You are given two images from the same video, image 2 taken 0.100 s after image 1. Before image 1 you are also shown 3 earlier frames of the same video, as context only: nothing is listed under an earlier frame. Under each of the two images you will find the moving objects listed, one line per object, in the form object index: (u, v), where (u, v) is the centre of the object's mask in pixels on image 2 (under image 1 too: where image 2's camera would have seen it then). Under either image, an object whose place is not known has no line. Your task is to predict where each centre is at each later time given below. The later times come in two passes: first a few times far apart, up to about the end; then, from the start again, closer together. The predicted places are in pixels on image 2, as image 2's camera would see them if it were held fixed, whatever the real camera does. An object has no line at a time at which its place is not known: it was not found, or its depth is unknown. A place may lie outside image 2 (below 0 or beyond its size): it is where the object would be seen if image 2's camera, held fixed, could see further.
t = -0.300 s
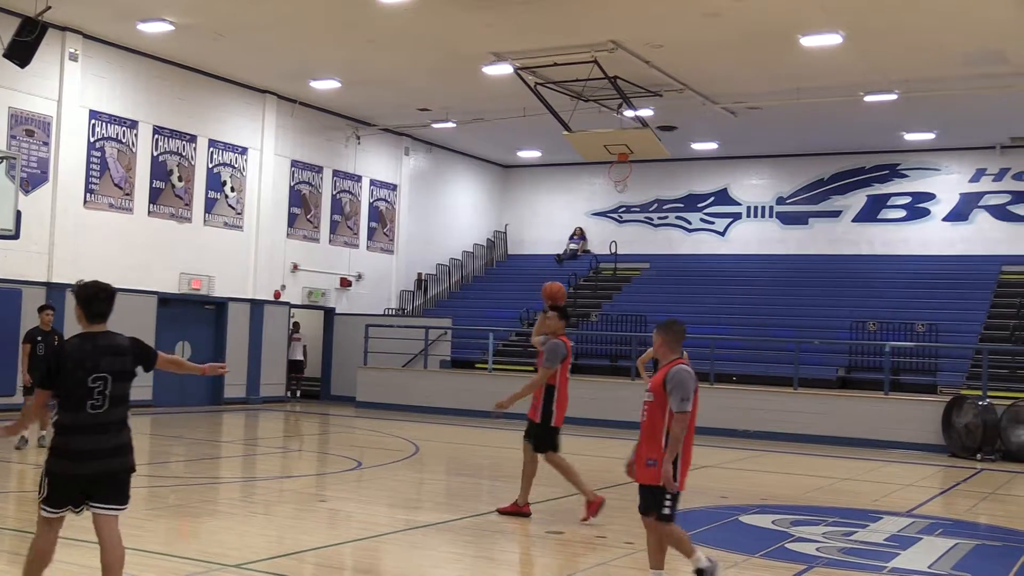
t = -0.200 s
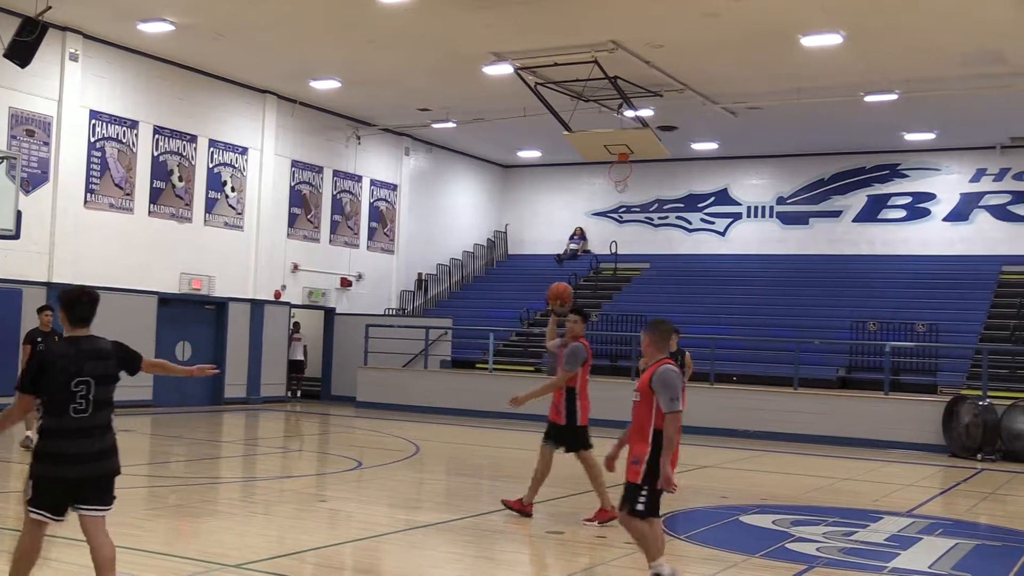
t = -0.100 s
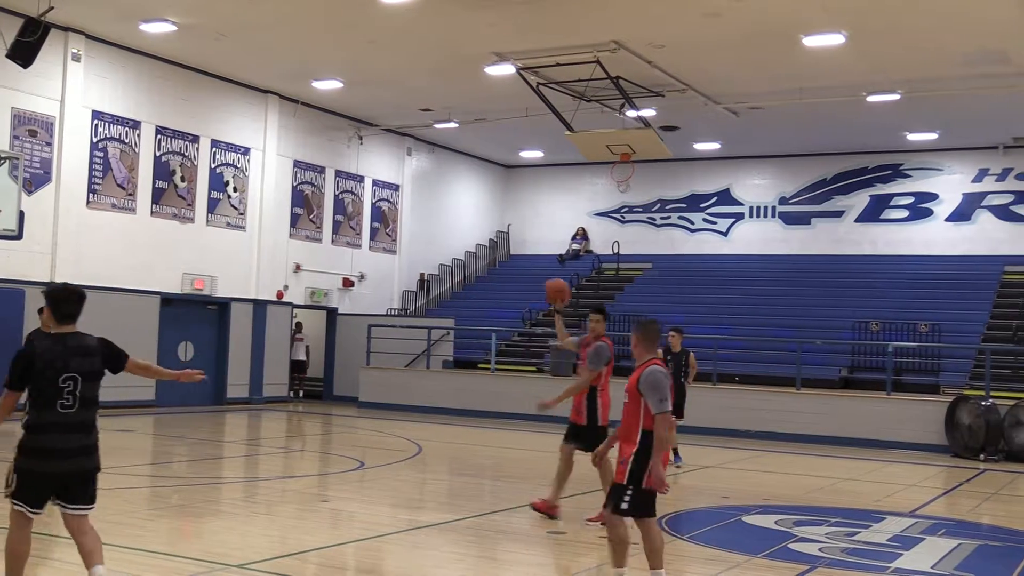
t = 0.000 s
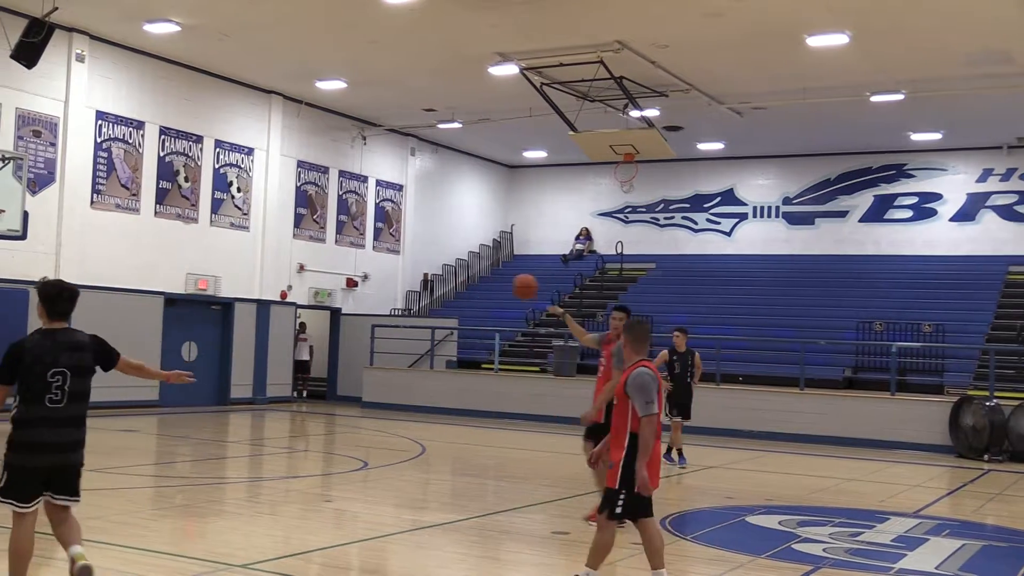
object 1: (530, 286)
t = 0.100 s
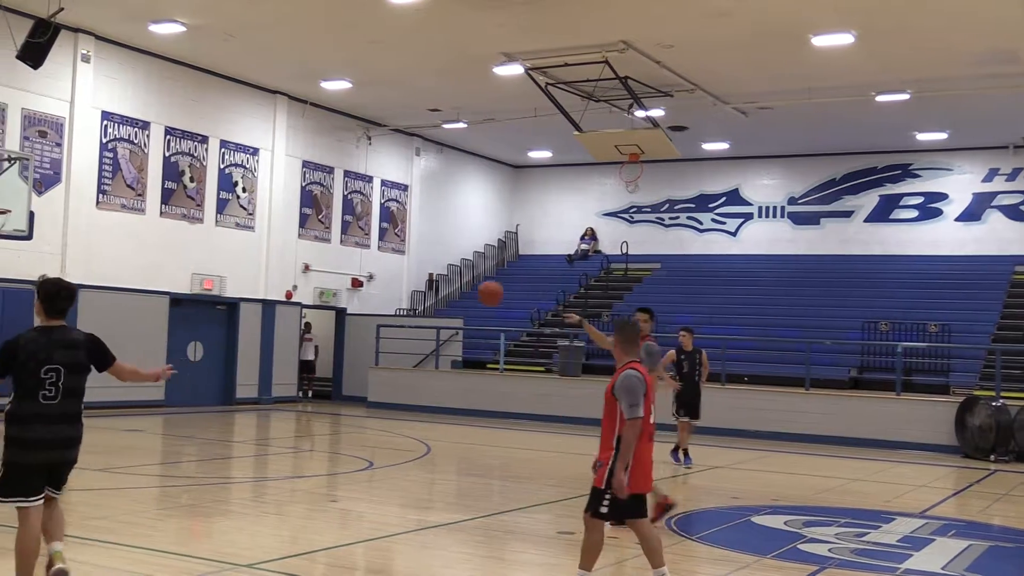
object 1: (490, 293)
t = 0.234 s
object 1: (438, 319)
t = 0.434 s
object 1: (358, 393)
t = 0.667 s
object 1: (284, 457)
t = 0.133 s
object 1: (477, 298)
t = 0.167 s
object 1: (464, 304)
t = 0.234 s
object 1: (438, 319)
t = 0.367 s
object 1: (385, 363)
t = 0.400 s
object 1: (372, 377)
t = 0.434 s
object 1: (358, 393)
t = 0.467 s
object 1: (346, 407)
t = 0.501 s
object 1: (332, 426)
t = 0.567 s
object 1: (306, 463)
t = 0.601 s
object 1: (294, 484)
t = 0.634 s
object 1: (289, 473)
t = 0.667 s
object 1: (284, 457)
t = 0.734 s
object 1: (275, 427)
